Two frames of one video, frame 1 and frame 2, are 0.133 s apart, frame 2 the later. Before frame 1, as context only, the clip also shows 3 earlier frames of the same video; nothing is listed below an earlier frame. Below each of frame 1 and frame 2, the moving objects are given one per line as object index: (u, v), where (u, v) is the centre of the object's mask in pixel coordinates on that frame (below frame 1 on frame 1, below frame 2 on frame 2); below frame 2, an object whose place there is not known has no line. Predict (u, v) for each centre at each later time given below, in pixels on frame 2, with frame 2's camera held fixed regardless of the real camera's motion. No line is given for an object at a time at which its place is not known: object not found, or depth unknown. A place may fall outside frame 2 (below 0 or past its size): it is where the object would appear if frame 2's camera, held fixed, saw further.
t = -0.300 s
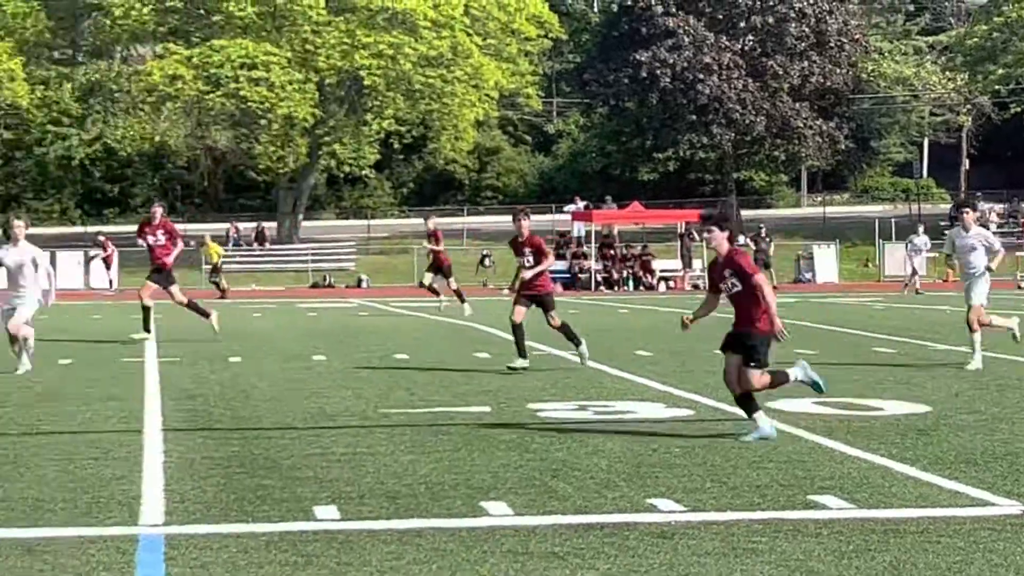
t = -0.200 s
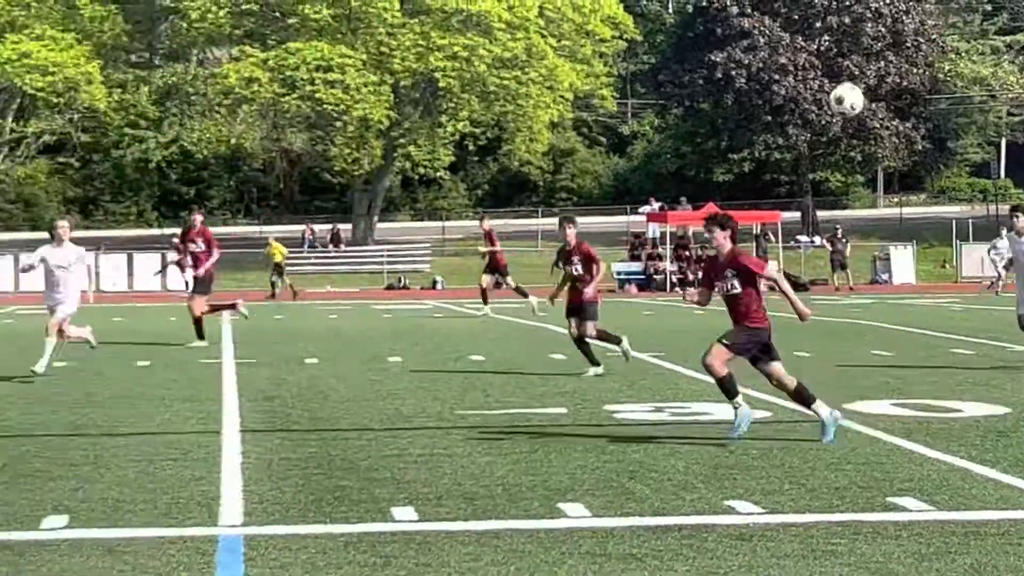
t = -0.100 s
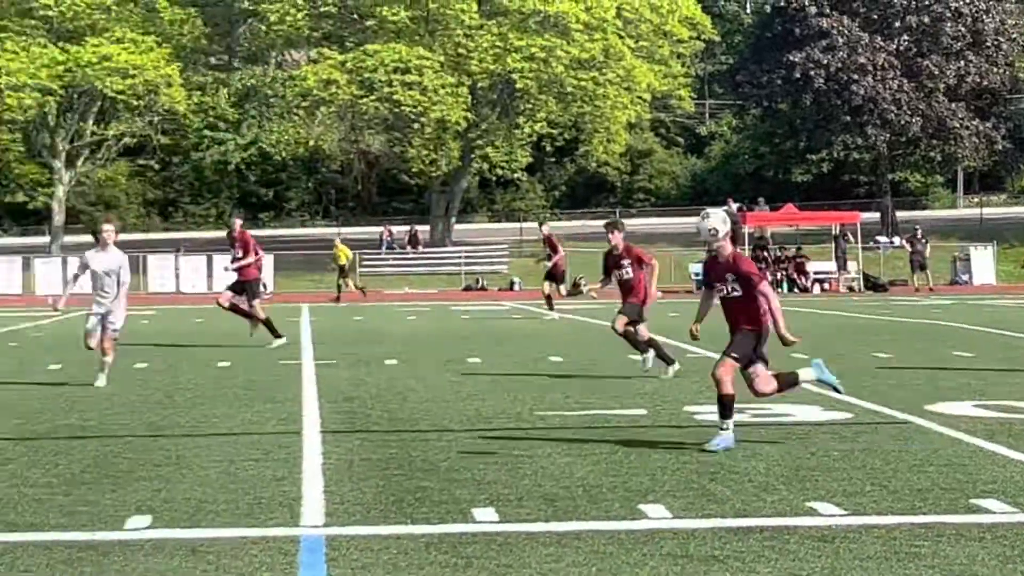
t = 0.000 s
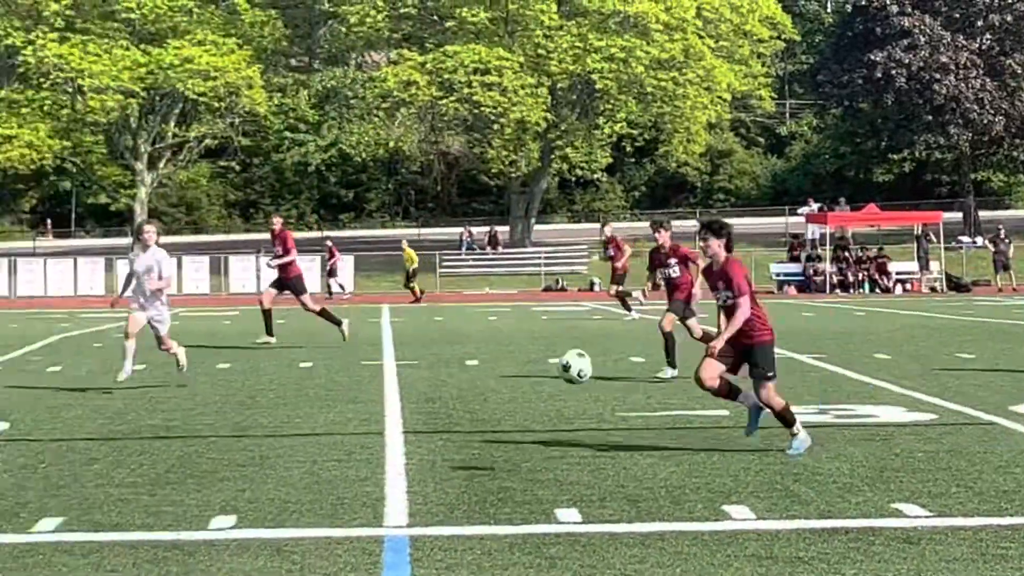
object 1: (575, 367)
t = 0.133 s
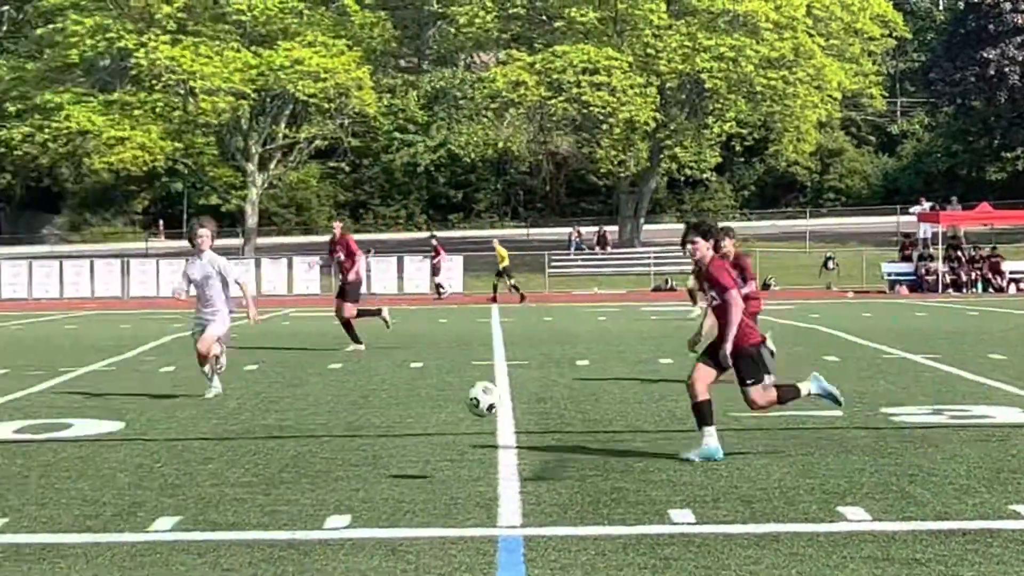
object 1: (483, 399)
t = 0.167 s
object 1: (458, 364)
